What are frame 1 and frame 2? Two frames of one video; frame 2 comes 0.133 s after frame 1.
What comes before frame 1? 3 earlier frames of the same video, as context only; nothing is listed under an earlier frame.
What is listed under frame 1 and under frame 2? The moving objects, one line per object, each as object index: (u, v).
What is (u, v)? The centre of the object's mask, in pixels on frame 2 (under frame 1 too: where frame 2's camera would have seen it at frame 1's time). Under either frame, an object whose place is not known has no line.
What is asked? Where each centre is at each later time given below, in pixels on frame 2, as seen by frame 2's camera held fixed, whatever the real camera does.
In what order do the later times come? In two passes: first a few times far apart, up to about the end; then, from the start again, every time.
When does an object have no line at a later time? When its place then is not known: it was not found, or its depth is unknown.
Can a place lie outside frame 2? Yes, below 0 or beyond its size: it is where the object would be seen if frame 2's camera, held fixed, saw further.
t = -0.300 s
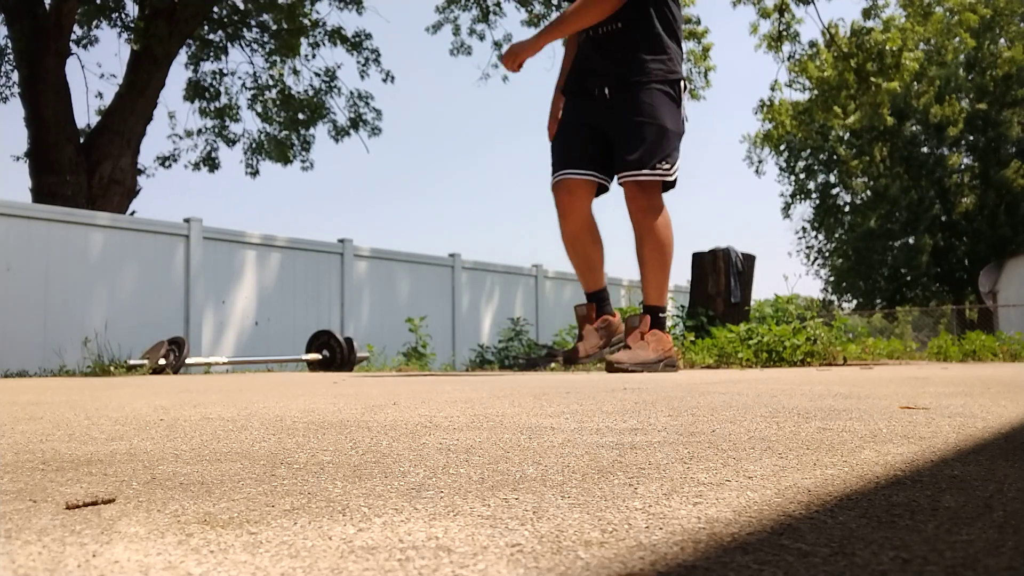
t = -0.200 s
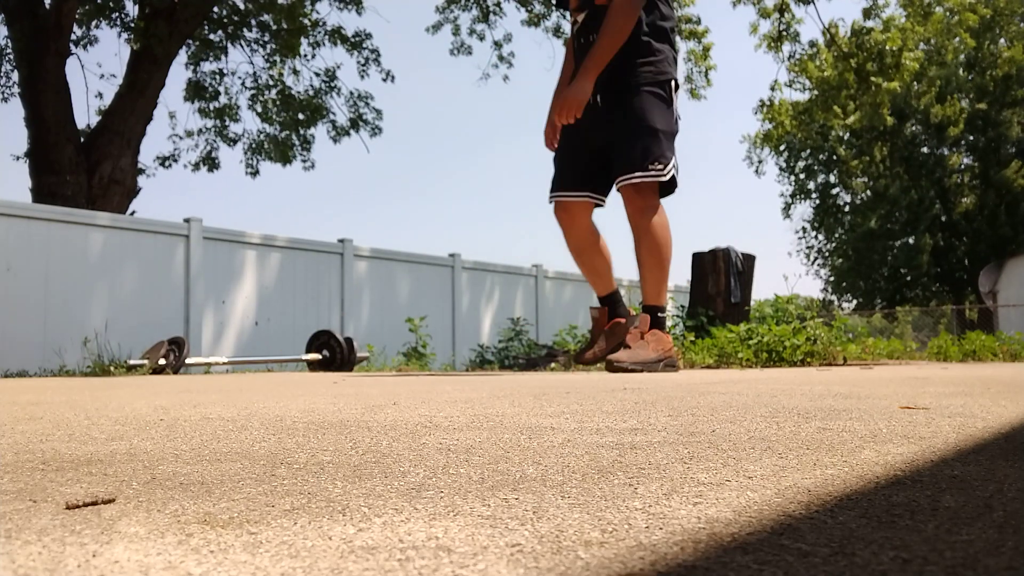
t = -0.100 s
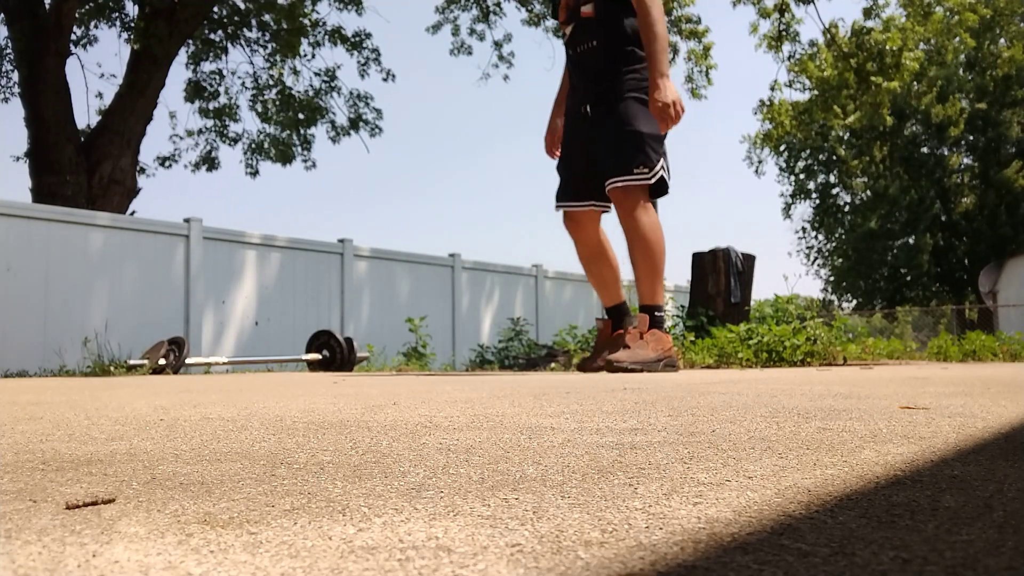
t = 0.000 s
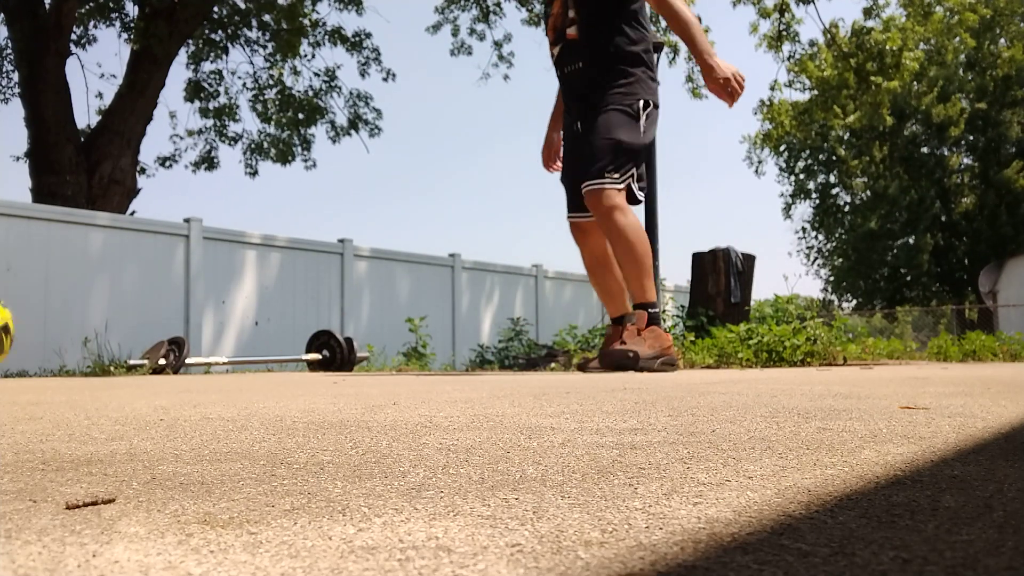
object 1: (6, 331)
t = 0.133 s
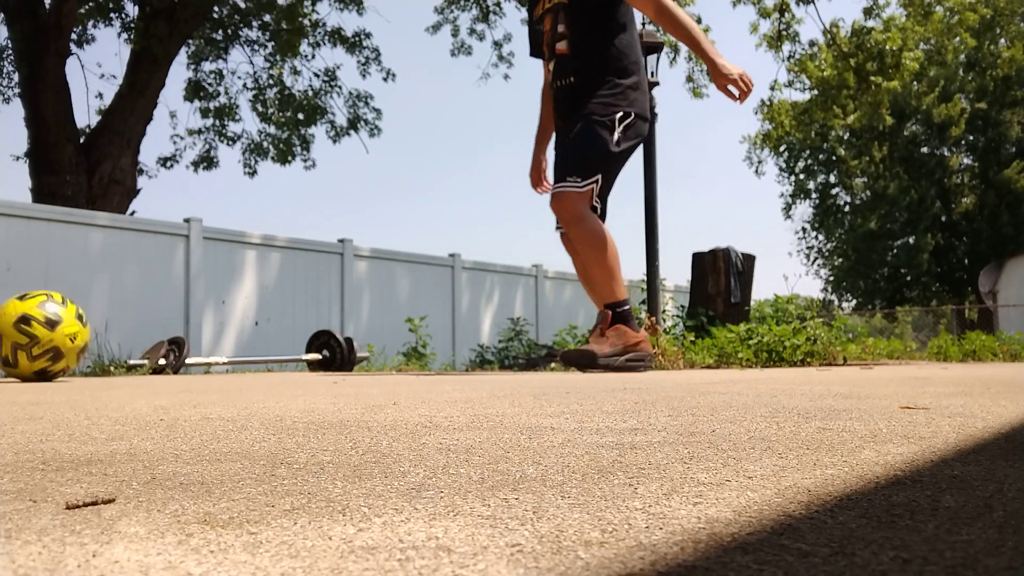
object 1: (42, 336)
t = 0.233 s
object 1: (88, 336)
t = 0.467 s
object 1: (191, 337)
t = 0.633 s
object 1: (257, 339)
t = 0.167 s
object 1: (56, 333)
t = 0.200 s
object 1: (72, 335)
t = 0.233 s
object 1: (88, 336)
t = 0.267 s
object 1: (104, 334)
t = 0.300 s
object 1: (119, 337)
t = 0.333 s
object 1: (134, 337)
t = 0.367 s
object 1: (149, 337)
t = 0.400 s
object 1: (163, 337)
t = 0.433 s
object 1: (177, 338)
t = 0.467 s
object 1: (191, 337)
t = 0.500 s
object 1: (205, 338)
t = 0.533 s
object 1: (218, 338)
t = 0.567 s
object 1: (232, 339)
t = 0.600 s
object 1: (245, 339)
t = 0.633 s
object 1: (257, 339)
